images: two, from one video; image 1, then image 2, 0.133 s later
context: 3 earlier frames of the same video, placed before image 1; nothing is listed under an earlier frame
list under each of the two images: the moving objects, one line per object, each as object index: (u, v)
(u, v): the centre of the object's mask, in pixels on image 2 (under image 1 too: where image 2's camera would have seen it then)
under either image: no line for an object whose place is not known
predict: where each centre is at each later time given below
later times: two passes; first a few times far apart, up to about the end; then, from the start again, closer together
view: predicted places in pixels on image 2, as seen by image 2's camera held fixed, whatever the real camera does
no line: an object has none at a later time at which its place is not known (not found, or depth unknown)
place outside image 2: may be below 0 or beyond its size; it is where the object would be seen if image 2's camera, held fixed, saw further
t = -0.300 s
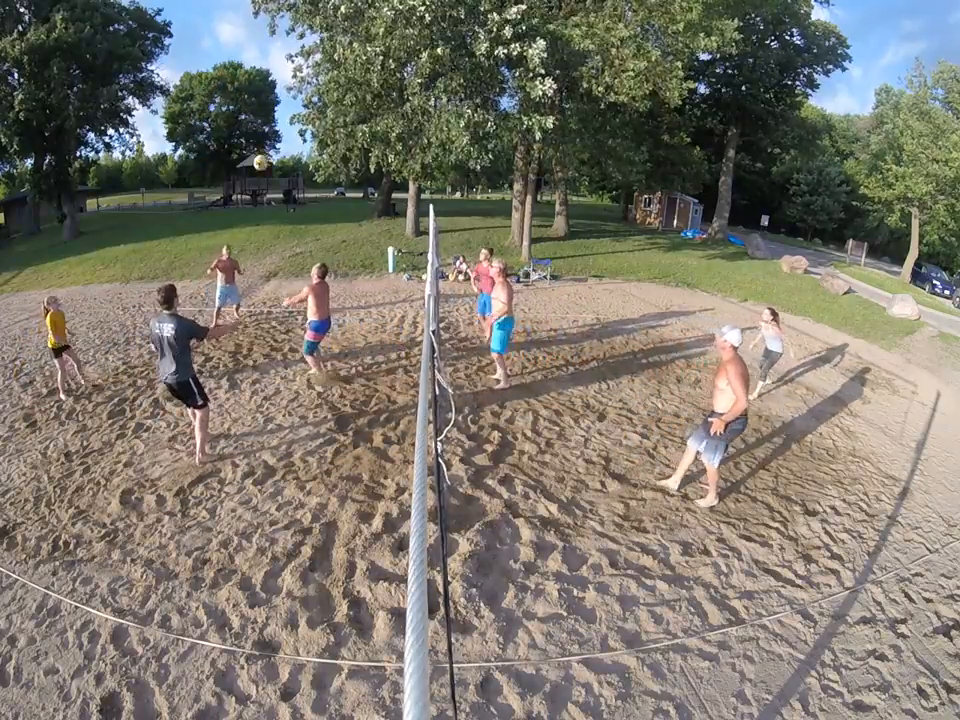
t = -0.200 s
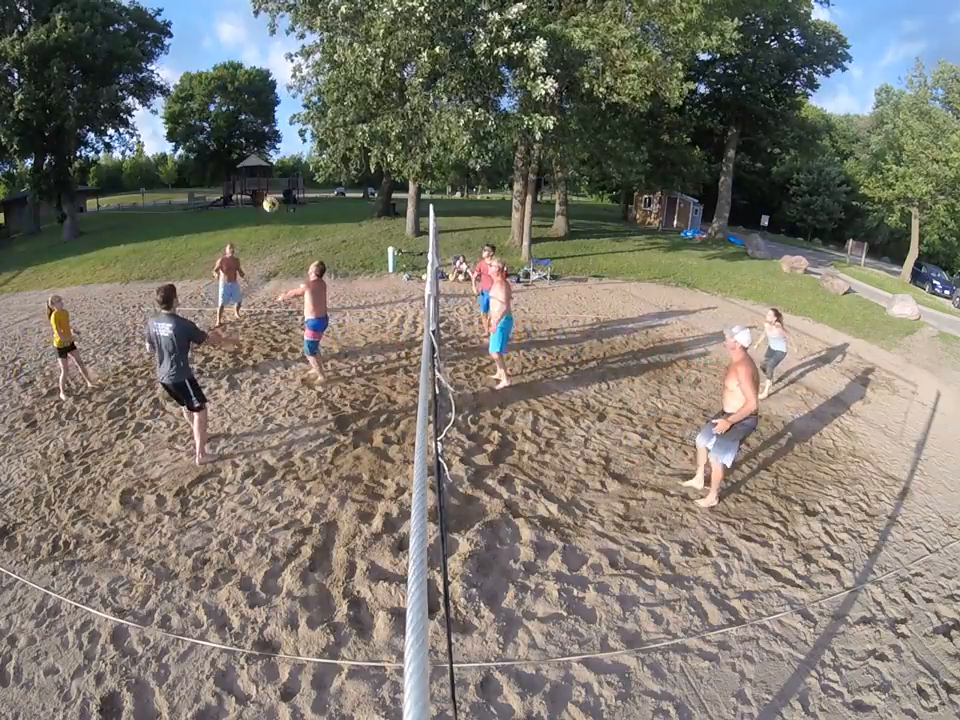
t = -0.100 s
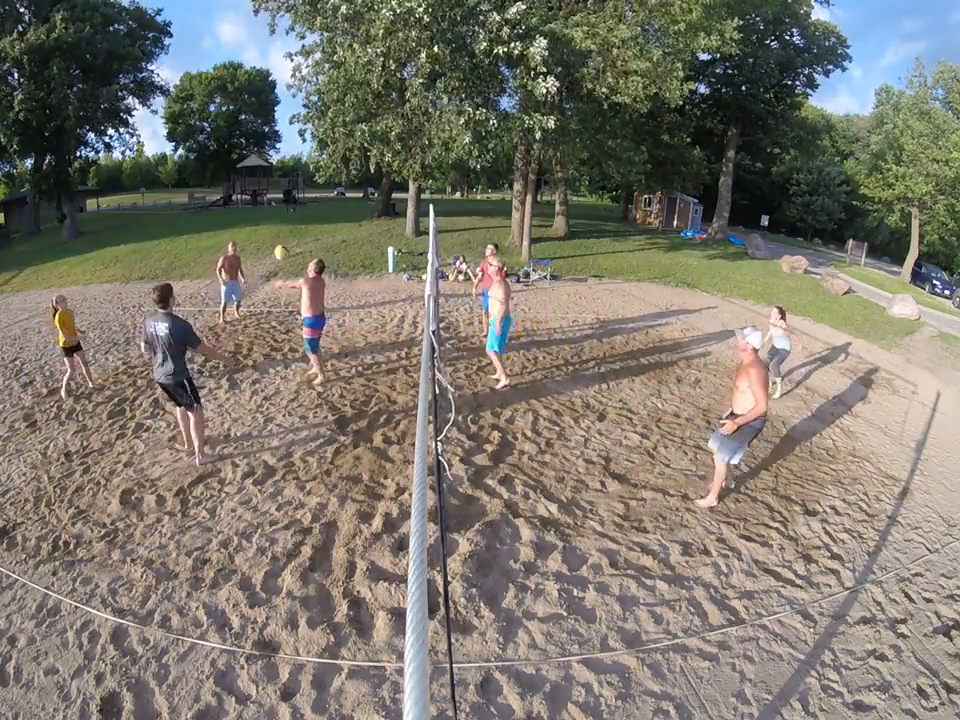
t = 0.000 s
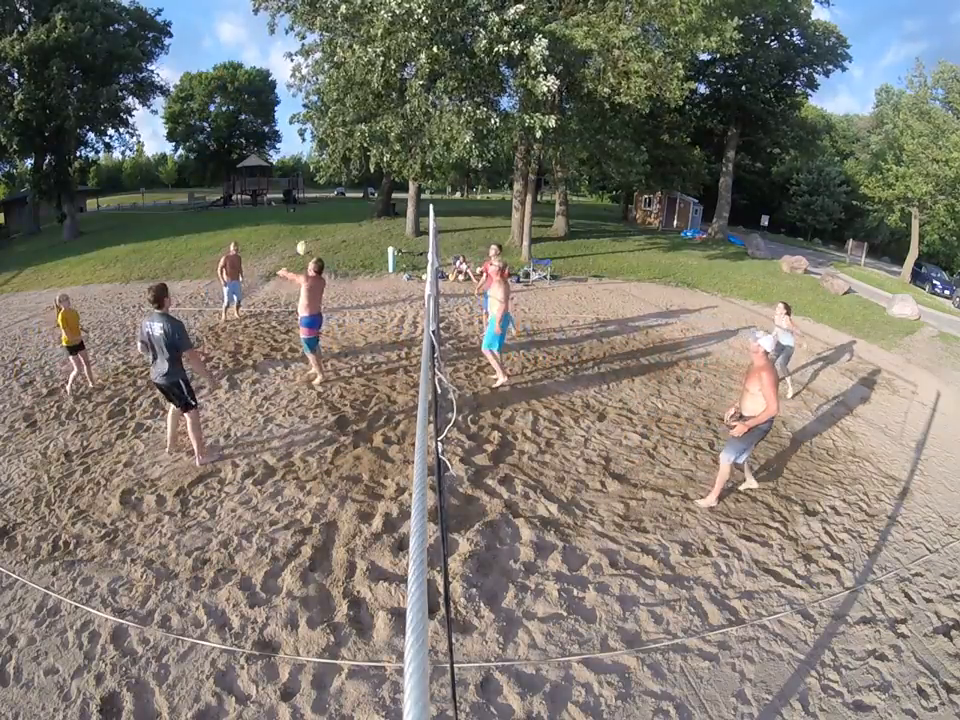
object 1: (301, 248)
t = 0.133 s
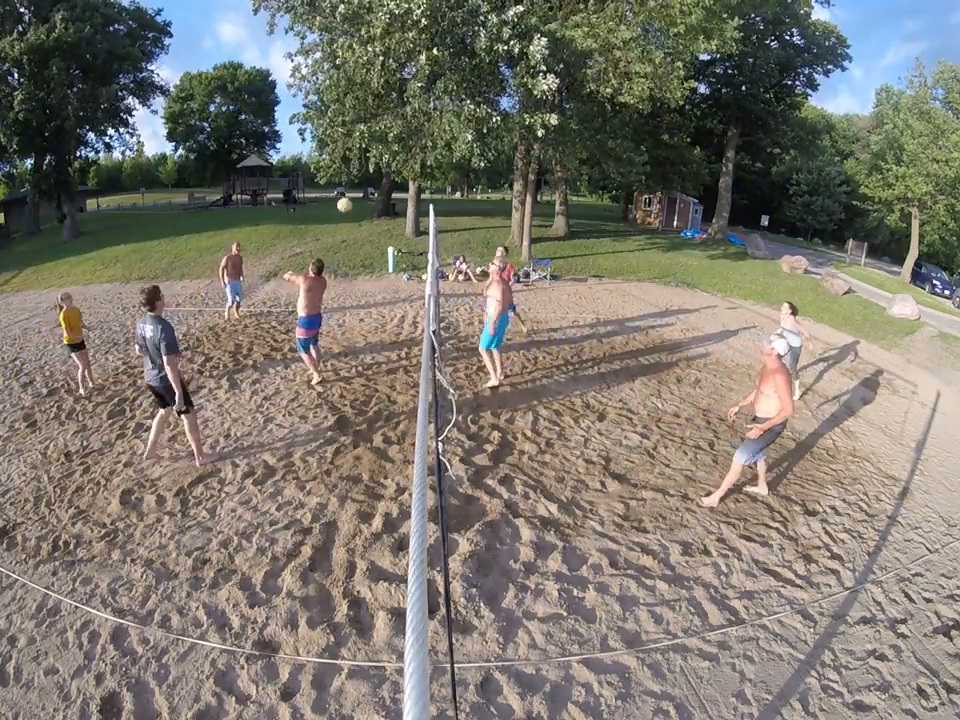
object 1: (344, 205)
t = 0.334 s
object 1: (407, 167)
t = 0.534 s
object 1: (463, 158)
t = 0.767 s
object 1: (524, 179)
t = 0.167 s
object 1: (355, 196)
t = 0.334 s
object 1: (407, 167)
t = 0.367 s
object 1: (416, 163)
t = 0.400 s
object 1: (425, 160)
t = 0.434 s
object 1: (435, 159)
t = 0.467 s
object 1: (446, 157)
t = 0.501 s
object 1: (454, 157)
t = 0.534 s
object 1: (463, 158)
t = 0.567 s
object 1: (474, 160)
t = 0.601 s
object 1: (483, 161)
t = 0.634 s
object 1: (491, 163)
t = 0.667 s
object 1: (500, 166)
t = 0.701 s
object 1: (509, 170)
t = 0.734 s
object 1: (516, 174)
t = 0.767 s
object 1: (524, 179)
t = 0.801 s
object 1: (532, 184)
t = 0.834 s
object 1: (539, 191)
